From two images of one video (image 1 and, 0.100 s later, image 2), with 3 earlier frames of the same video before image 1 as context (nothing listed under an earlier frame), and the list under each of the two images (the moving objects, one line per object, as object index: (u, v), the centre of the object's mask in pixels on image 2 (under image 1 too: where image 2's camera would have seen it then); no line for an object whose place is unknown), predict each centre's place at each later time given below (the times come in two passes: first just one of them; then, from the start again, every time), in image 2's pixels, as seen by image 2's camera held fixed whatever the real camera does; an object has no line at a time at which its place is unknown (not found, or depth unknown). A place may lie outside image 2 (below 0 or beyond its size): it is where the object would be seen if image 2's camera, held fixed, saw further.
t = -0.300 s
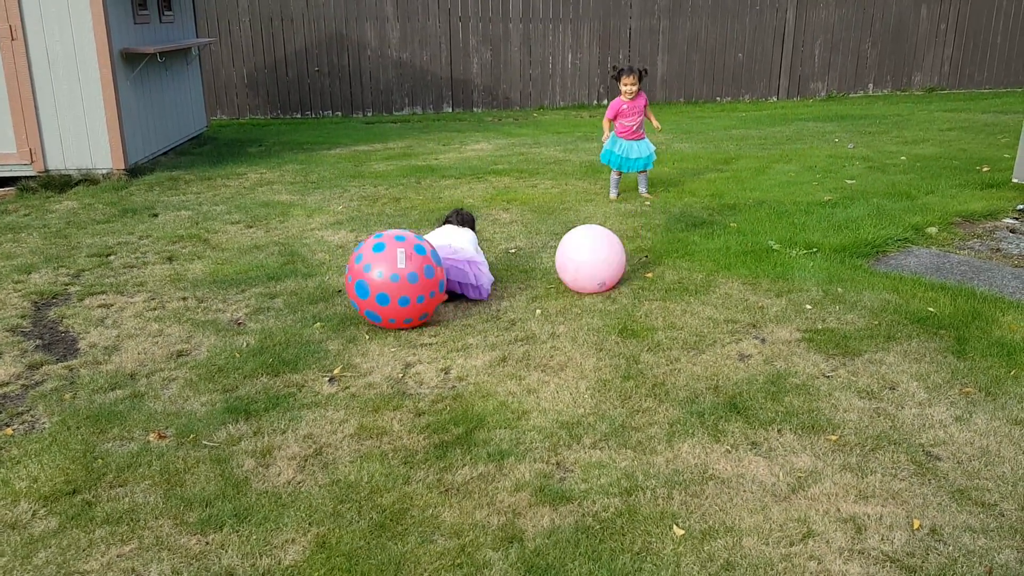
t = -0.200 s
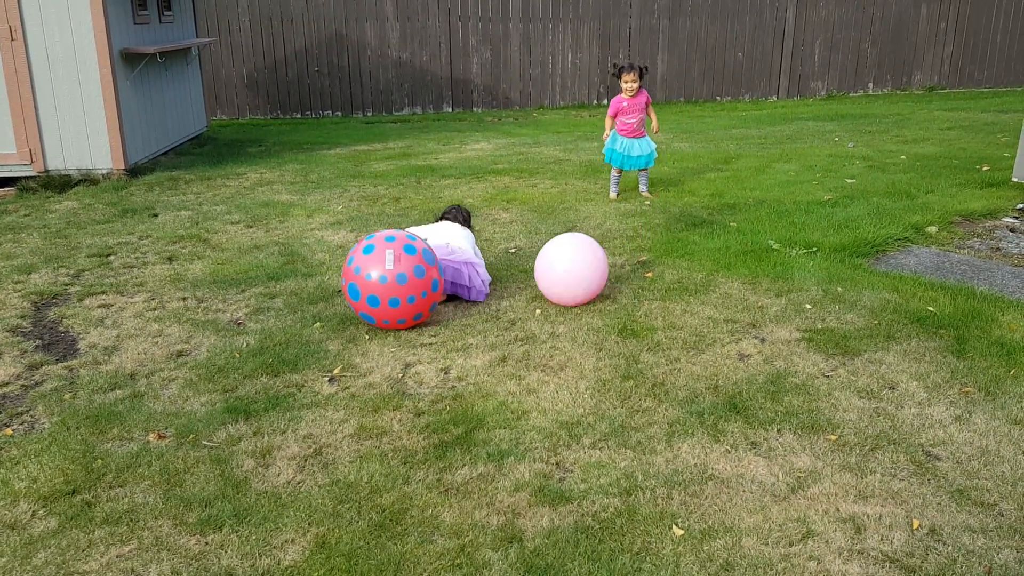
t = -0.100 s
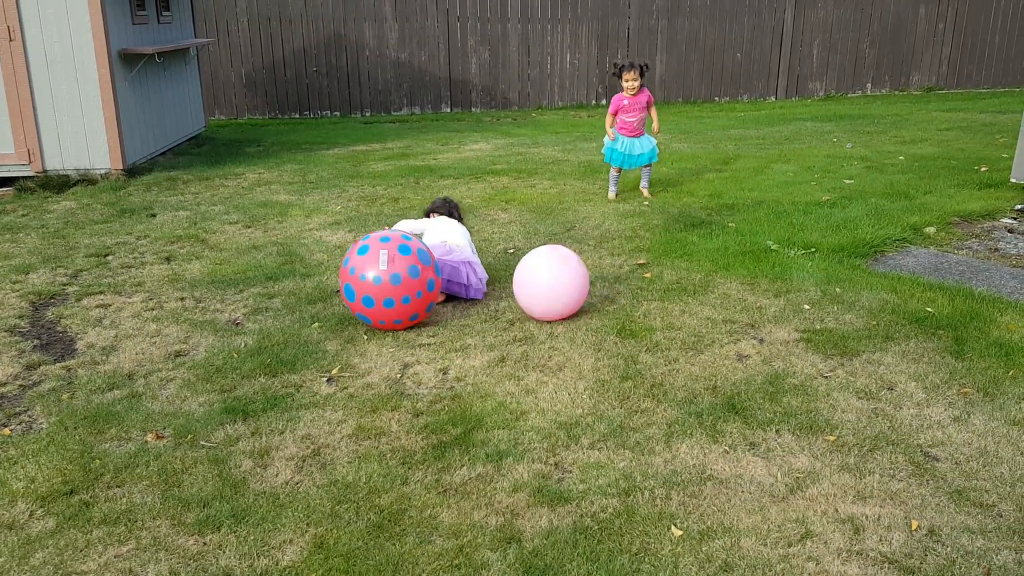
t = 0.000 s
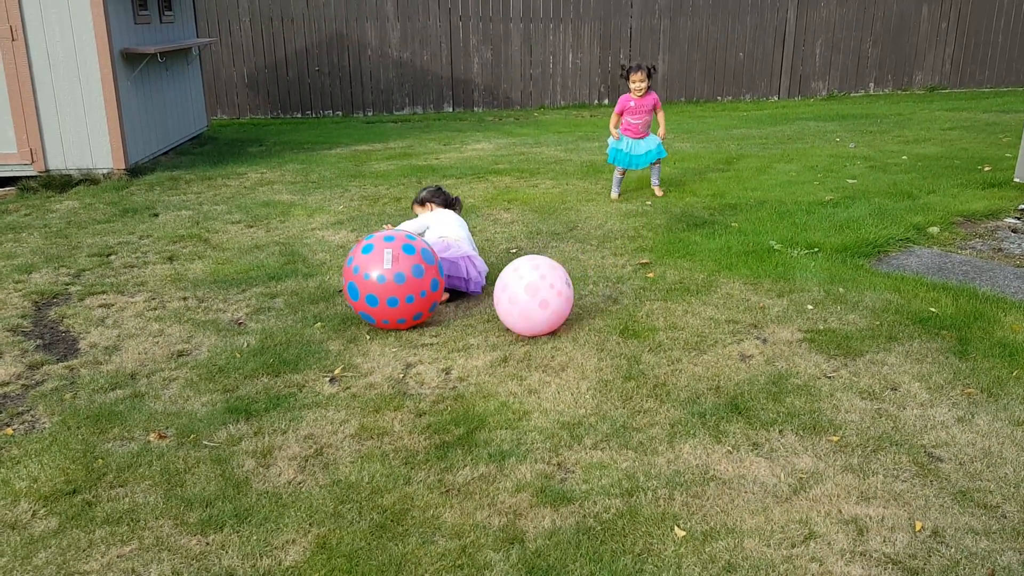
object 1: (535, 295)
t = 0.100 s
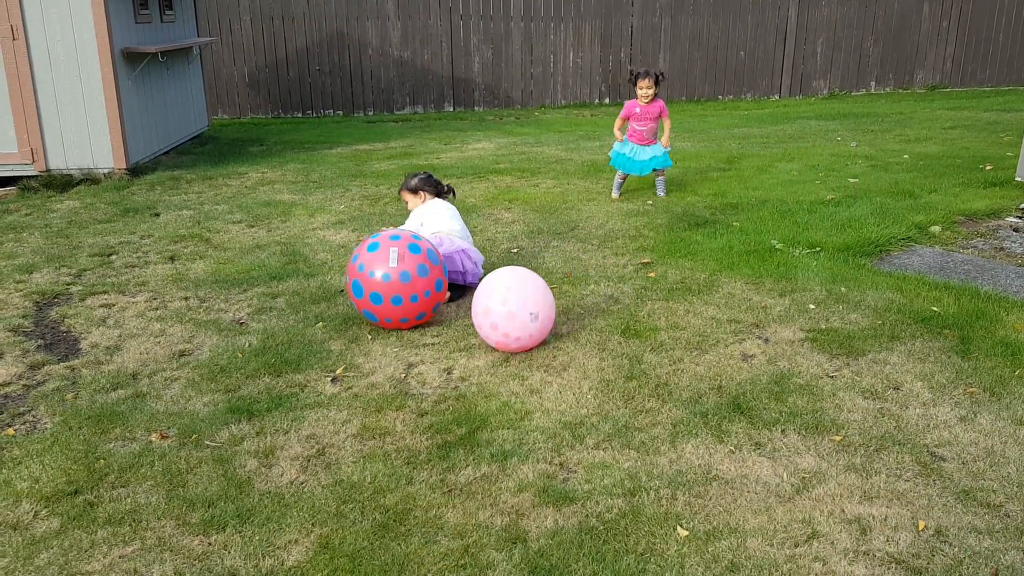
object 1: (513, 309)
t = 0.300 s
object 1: (466, 340)
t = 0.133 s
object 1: (506, 315)
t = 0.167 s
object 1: (498, 320)
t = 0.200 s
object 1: (491, 324)
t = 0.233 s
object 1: (482, 330)
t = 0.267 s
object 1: (474, 335)
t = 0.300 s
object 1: (466, 340)
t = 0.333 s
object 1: (457, 346)
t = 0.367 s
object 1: (447, 352)
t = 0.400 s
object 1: (439, 356)
